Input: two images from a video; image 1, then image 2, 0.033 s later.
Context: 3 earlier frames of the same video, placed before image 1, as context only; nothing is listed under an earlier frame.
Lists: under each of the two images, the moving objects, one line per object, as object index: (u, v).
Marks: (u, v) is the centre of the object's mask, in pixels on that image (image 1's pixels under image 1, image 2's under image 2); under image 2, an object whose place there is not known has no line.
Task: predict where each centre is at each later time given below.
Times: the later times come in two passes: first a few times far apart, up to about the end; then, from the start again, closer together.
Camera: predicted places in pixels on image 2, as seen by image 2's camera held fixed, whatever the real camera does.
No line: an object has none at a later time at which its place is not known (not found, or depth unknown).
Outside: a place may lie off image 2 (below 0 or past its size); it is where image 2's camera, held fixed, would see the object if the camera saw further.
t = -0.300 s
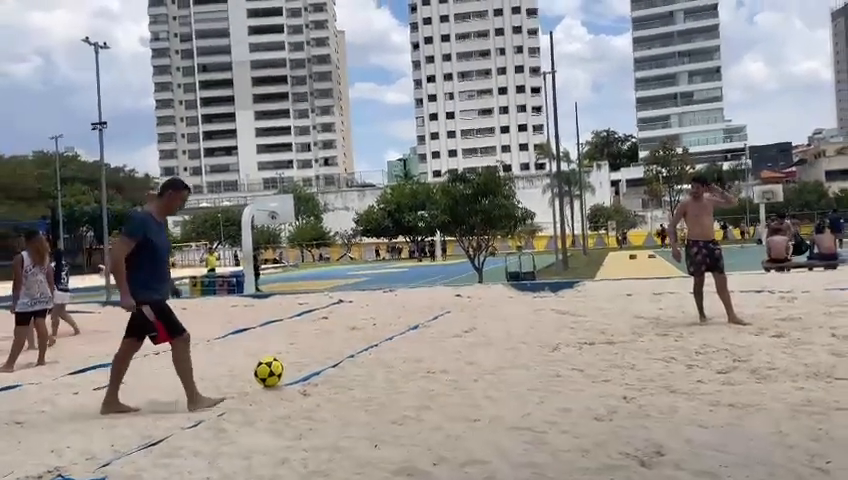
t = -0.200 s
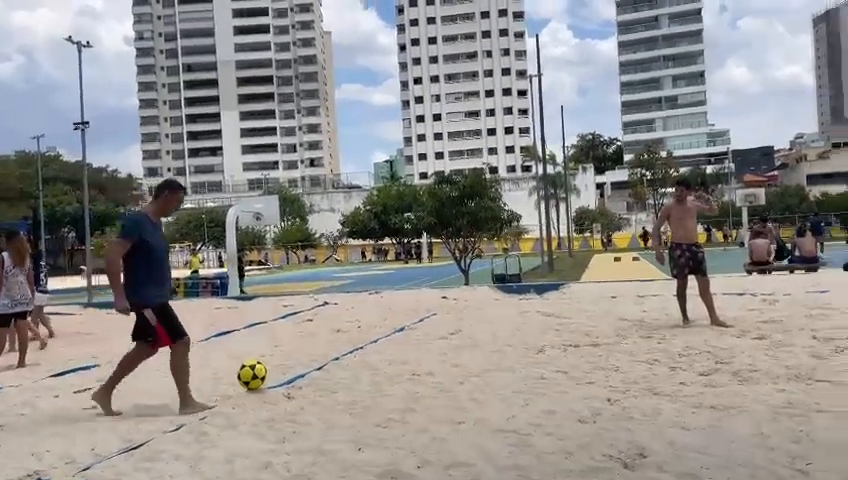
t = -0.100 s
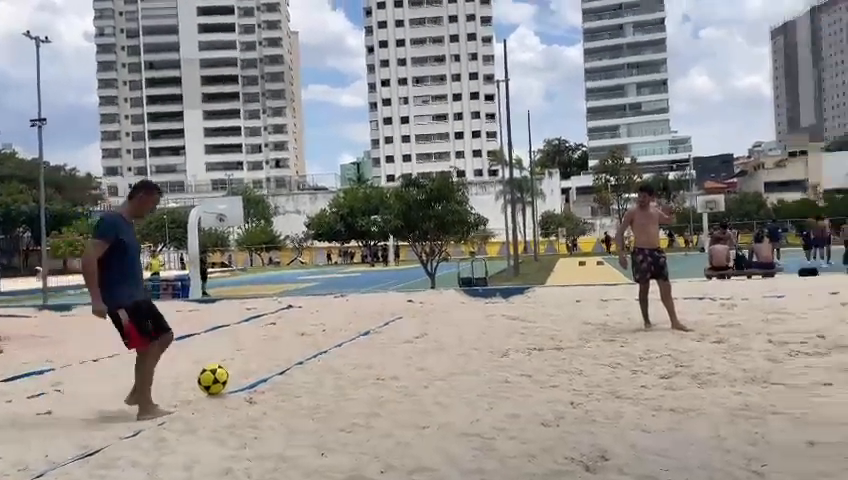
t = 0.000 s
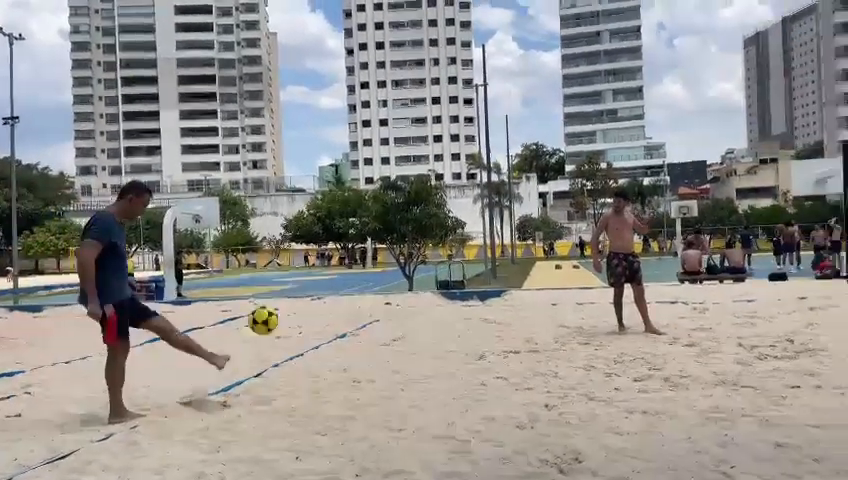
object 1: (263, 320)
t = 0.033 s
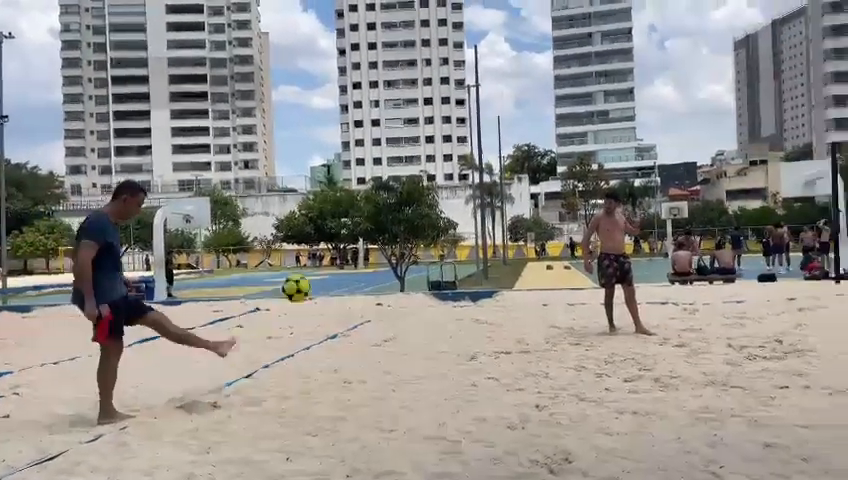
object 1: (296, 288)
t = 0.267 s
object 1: (546, 117)
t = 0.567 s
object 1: (788, 20)
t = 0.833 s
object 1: (958, 17)
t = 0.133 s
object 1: (410, 205)
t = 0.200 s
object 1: (479, 158)
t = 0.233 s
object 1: (513, 137)
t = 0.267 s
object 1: (546, 117)
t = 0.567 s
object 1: (788, 20)
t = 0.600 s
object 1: (812, 17)
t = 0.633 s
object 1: (834, 15)
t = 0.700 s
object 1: (879, 11)
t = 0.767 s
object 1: (921, 13)
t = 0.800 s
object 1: (941, 16)
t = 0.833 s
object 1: (958, 17)
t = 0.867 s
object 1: (977, 22)
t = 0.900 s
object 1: (992, 28)
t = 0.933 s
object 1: (1011, 31)
